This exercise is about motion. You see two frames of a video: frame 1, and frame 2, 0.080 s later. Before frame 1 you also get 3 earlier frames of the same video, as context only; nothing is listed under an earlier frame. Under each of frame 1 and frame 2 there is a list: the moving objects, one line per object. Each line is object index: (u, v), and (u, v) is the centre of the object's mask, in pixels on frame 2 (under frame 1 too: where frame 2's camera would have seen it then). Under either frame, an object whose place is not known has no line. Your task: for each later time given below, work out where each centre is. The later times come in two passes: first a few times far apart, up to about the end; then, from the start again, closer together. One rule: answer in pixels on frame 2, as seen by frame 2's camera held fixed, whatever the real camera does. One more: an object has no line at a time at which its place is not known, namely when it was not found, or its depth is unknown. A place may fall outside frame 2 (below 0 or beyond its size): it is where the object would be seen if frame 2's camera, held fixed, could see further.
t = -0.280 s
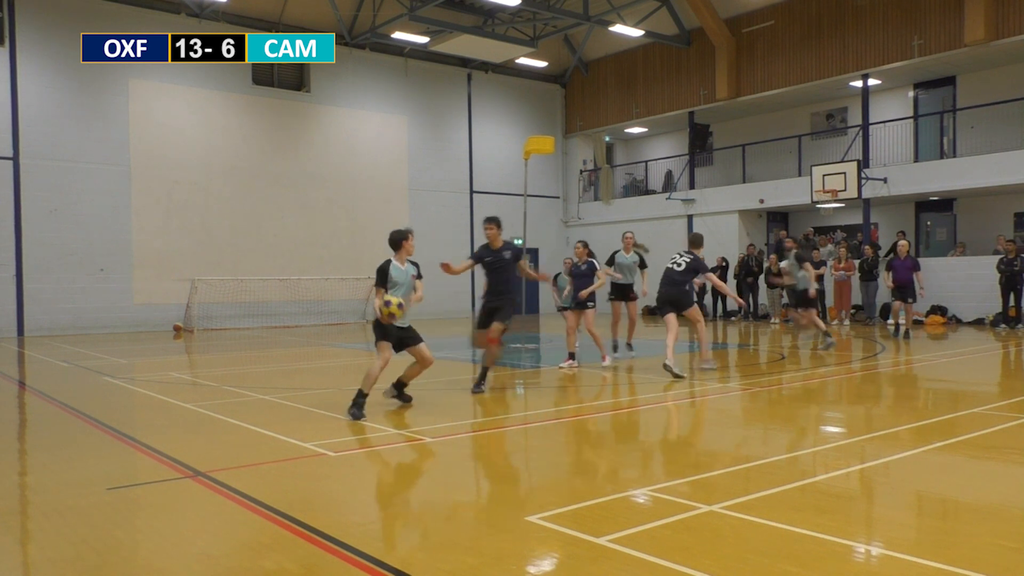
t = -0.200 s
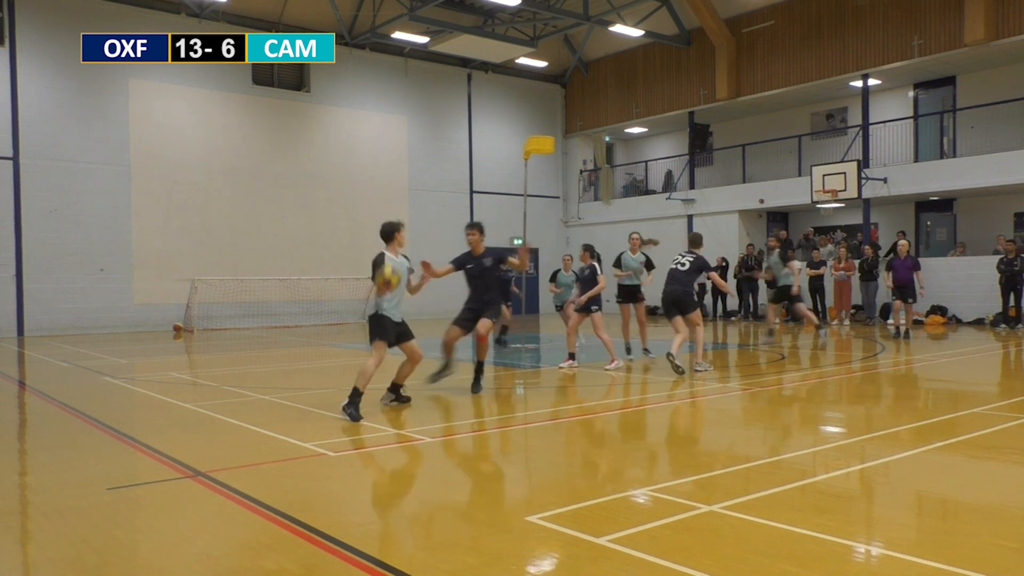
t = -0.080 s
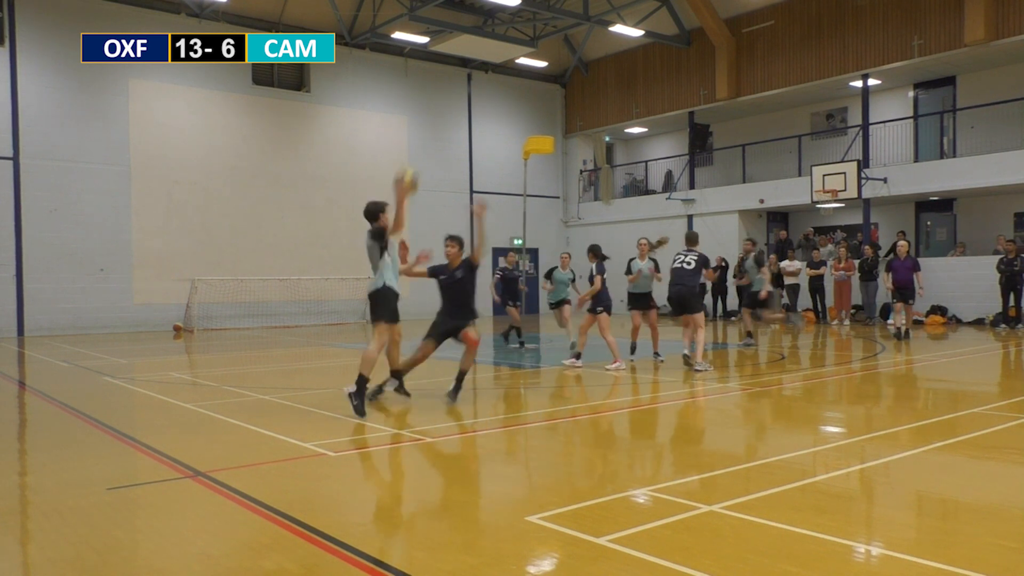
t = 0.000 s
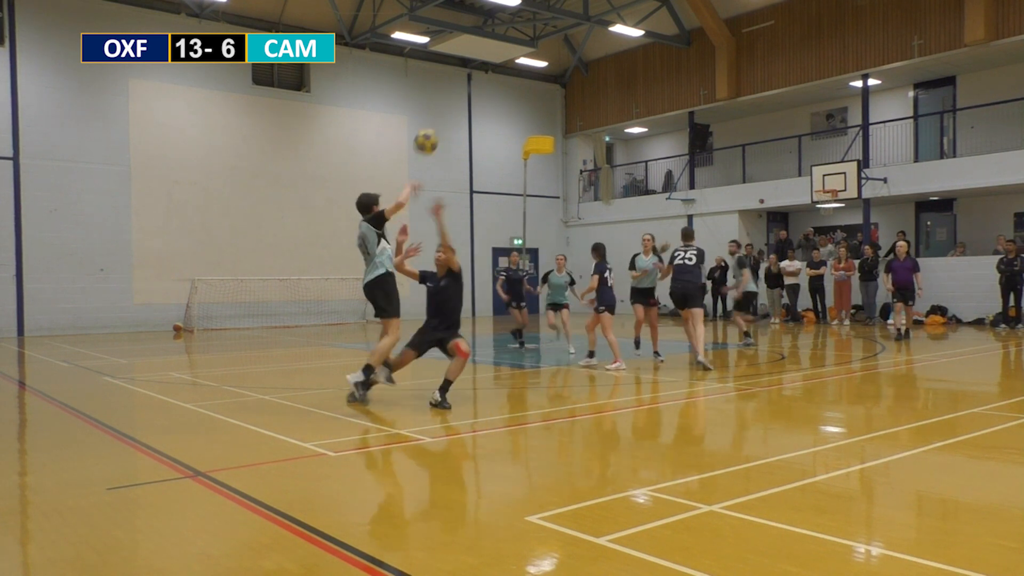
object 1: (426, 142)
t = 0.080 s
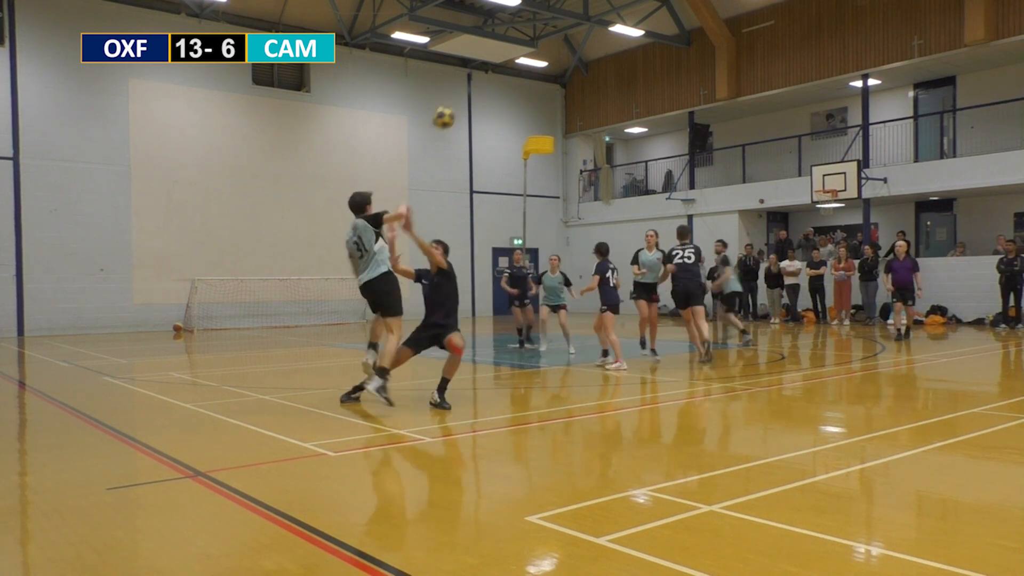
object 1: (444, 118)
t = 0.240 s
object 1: (472, 95)
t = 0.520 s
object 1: (505, 109)
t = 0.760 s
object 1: (517, 148)
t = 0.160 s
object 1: (459, 103)
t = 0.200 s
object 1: (466, 98)
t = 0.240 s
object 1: (472, 95)
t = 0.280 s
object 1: (477, 94)
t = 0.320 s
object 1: (483, 94)
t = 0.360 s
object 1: (489, 94)
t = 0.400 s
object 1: (493, 97)
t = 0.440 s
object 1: (497, 100)
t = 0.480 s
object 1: (502, 103)
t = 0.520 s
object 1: (505, 109)
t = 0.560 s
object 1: (509, 114)
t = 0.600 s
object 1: (512, 120)
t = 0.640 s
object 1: (516, 127)
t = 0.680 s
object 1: (519, 134)
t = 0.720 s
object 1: (521, 143)
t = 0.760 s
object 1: (517, 148)
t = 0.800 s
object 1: (510, 154)
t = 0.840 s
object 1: (503, 160)
